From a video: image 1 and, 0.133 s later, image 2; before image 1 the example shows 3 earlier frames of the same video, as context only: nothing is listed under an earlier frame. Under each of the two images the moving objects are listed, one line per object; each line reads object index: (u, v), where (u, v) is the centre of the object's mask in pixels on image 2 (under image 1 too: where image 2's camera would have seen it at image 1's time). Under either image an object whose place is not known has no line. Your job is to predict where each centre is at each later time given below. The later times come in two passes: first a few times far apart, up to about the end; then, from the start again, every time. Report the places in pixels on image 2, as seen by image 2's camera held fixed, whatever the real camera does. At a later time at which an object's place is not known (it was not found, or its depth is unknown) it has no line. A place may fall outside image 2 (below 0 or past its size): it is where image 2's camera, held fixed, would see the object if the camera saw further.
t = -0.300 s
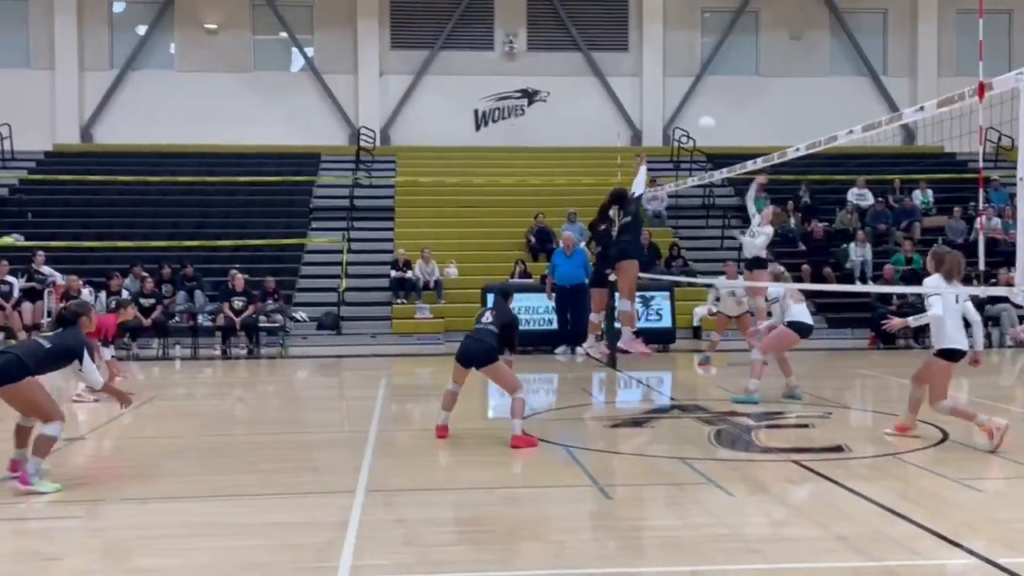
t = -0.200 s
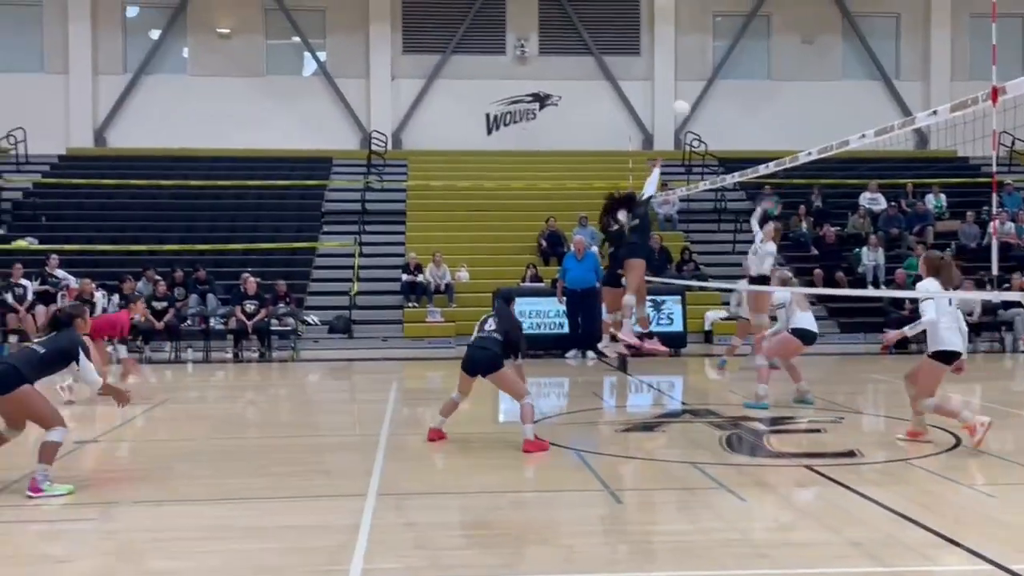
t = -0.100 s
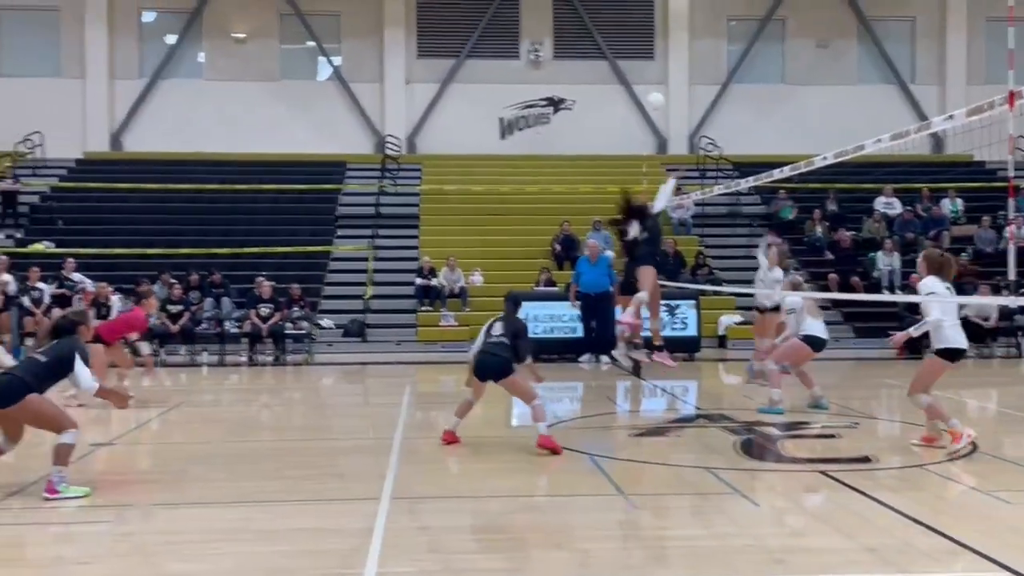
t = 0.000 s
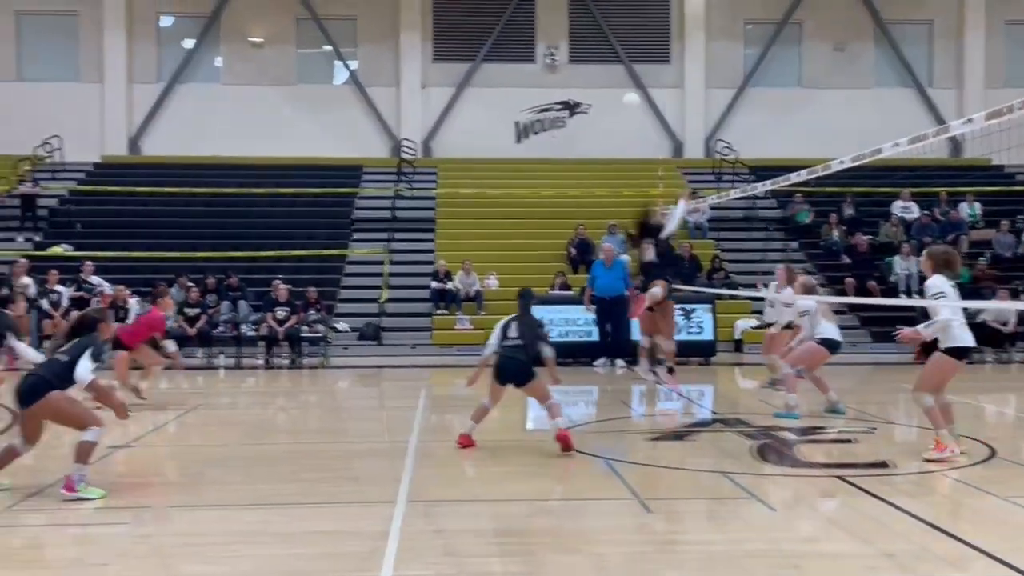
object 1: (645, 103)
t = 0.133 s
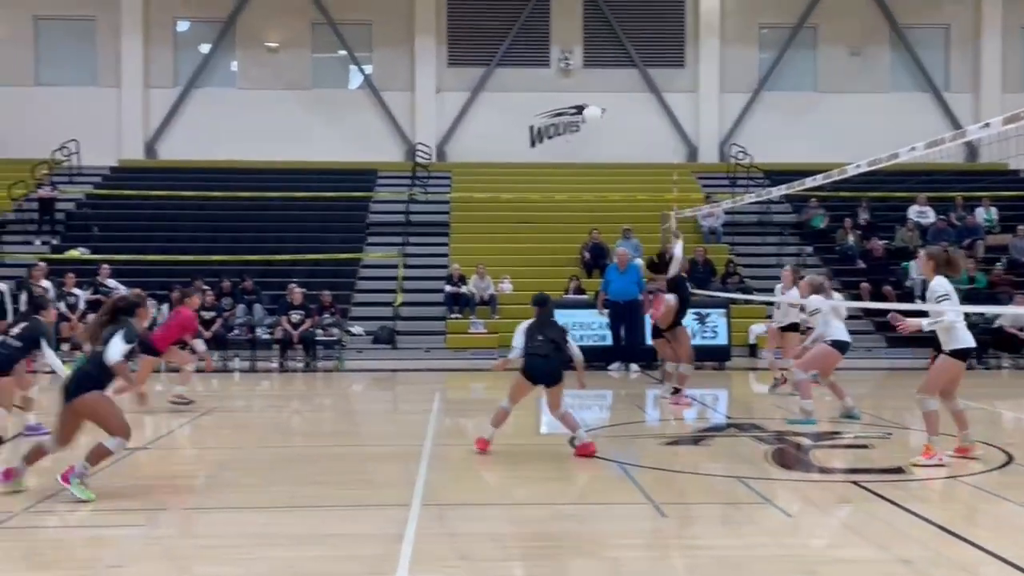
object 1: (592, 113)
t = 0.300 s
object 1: (524, 146)
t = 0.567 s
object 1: (415, 257)
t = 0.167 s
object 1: (578, 119)
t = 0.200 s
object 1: (565, 125)
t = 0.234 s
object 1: (551, 131)
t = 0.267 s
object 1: (537, 138)
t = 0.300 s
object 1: (524, 146)
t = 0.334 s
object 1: (510, 159)
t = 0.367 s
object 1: (497, 170)
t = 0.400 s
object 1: (483, 182)
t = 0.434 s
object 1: (470, 195)
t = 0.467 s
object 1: (456, 209)
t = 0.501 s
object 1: (442, 224)
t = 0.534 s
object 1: (429, 239)
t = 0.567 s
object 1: (415, 257)
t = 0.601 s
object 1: (400, 277)
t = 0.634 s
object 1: (387, 296)
